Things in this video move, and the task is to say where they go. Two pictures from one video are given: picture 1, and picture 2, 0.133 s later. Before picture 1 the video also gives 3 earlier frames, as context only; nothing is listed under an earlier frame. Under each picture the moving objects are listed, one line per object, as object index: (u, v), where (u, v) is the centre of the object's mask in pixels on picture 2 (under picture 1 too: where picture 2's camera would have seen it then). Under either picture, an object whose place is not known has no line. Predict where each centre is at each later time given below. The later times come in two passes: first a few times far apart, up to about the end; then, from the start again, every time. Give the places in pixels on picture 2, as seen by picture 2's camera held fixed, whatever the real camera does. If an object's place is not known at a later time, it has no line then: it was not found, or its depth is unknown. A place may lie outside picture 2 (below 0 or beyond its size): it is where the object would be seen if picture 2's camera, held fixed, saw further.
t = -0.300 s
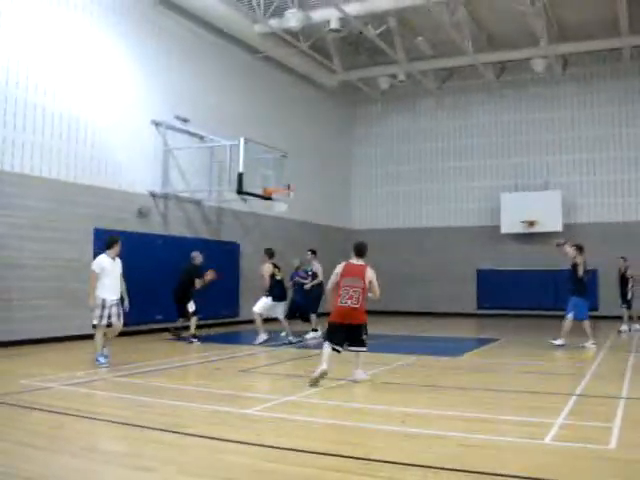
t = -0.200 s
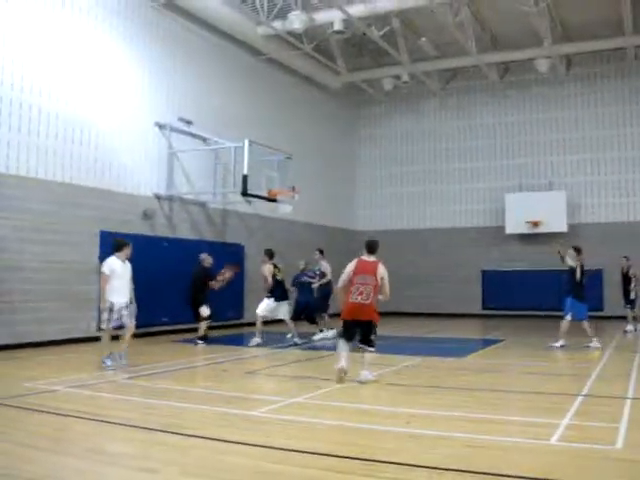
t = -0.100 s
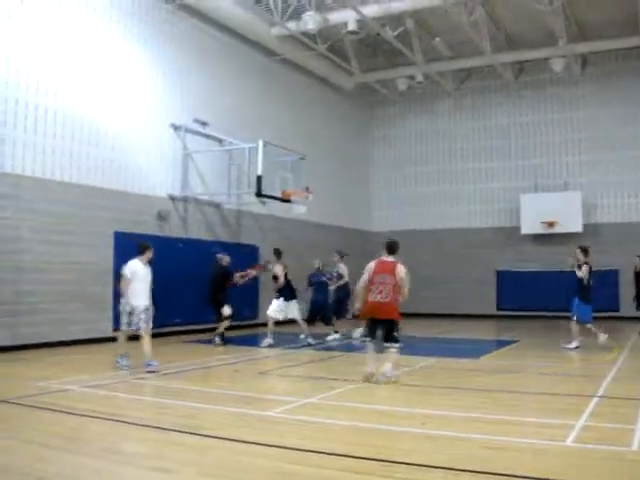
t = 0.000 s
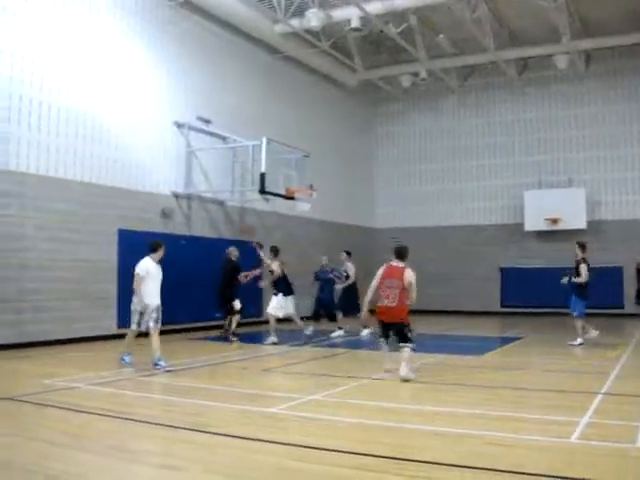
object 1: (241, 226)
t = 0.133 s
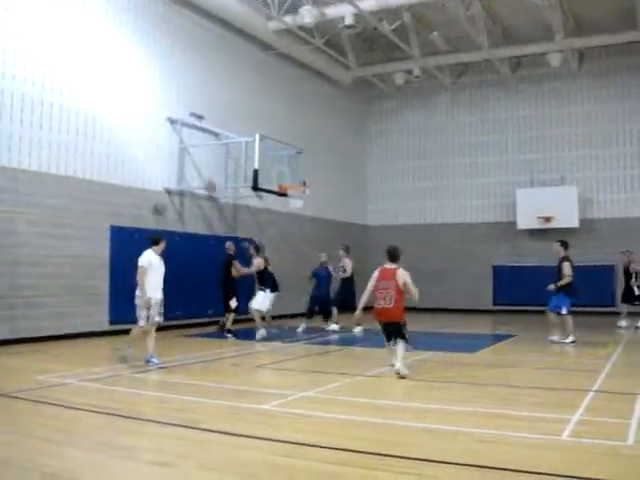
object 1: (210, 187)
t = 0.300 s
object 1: (172, 148)
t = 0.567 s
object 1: (106, 116)
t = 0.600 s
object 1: (97, 114)
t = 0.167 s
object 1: (202, 177)
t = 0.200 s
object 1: (195, 170)
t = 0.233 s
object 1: (187, 162)
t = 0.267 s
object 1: (180, 155)
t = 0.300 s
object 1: (172, 148)
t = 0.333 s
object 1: (164, 142)
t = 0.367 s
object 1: (155, 136)
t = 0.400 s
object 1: (148, 132)
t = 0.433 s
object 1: (139, 128)
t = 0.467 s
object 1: (131, 124)
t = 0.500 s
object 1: (122, 121)
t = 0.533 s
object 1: (114, 118)
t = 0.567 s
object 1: (106, 116)
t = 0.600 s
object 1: (97, 114)
